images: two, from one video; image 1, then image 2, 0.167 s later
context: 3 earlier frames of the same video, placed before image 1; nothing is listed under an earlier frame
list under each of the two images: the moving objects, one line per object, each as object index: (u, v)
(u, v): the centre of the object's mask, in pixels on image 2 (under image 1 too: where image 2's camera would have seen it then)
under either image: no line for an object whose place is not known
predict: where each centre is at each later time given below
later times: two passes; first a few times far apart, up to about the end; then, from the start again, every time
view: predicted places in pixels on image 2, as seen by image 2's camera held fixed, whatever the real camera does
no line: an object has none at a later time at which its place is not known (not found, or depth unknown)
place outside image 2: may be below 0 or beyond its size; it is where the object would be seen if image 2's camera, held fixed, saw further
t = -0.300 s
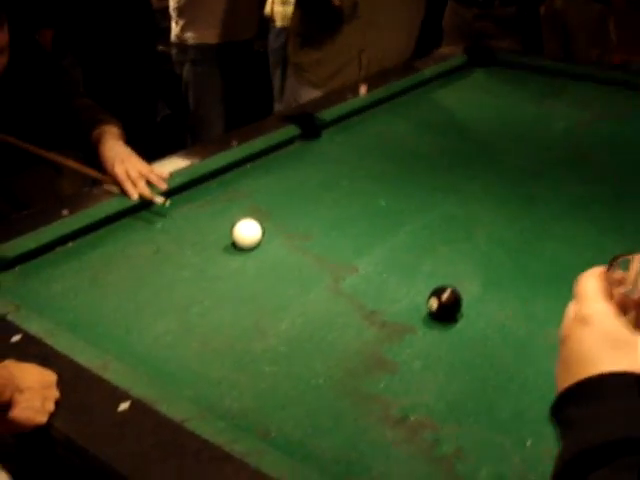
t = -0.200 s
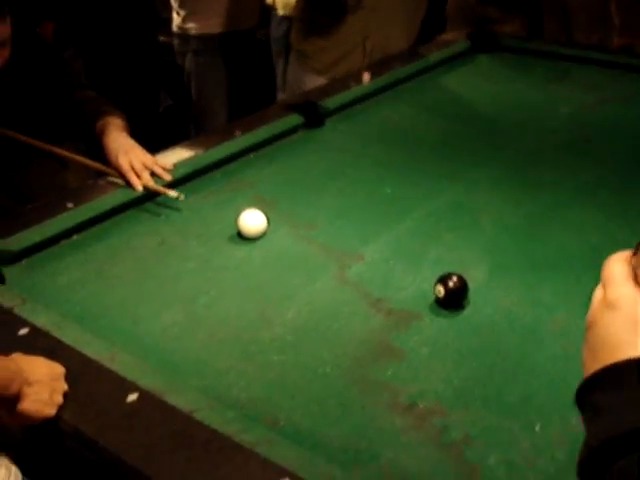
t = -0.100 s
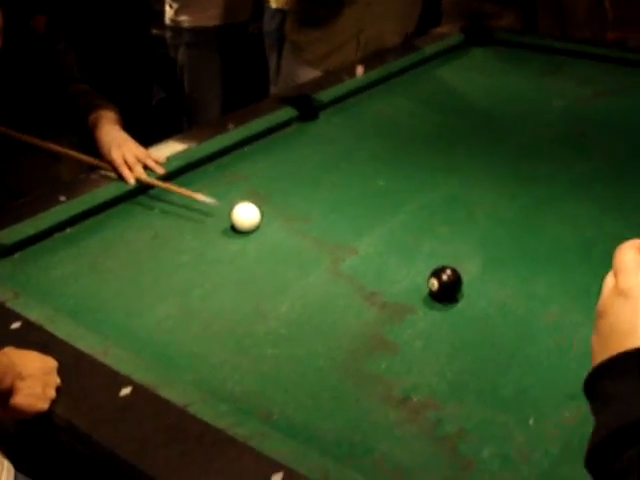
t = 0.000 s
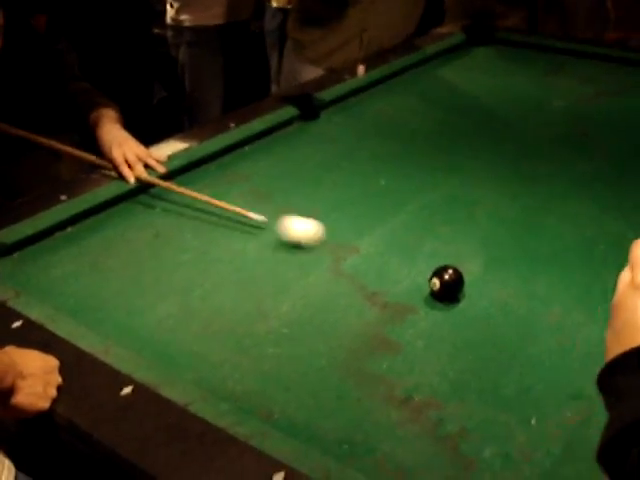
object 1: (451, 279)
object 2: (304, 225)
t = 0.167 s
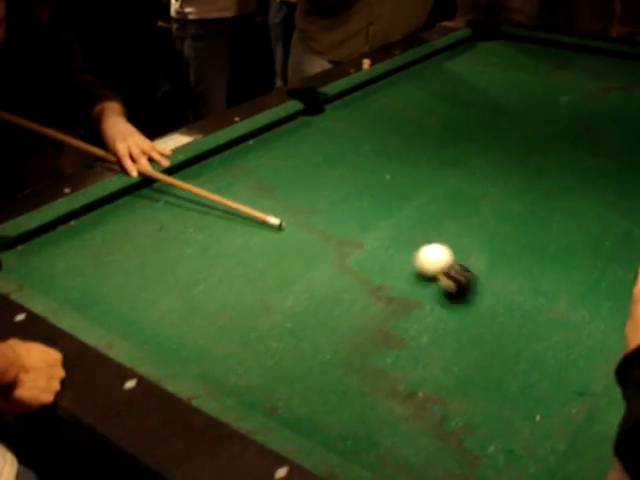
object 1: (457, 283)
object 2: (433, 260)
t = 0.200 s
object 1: (475, 295)
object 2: (445, 258)
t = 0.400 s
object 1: (571, 360)
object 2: (531, 254)
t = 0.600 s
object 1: (539, 368)
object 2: (612, 250)
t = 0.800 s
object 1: (462, 353)
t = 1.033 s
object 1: (381, 336)
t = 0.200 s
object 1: (475, 295)
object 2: (445, 258)
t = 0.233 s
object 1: (491, 307)
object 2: (458, 257)
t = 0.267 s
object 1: (507, 317)
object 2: (473, 256)
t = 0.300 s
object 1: (522, 328)
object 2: (487, 255)
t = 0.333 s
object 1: (538, 338)
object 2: (502, 255)
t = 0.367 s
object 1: (554, 350)
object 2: (517, 254)
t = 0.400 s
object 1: (571, 360)
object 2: (531, 254)
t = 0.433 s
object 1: (589, 373)
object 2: (545, 253)
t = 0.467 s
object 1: (593, 378)
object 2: (559, 252)
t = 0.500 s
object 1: (580, 377)
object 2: (573, 252)
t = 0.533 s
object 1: (565, 374)
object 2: (586, 251)
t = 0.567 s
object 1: (552, 371)
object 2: (600, 251)
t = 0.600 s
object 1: (539, 368)
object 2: (612, 250)
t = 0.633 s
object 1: (526, 366)
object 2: (618, 250)
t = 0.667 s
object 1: (512, 363)
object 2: (624, 249)
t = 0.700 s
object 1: (499, 361)
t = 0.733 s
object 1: (486, 359)
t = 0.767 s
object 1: (474, 356)
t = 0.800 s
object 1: (462, 353)
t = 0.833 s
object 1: (450, 351)
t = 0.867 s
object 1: (439, 349)
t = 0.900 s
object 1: (427, 346)
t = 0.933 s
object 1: (415, 344)
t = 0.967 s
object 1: (404, 341)
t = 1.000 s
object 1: (392, 339)
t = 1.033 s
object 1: (381, 336)
